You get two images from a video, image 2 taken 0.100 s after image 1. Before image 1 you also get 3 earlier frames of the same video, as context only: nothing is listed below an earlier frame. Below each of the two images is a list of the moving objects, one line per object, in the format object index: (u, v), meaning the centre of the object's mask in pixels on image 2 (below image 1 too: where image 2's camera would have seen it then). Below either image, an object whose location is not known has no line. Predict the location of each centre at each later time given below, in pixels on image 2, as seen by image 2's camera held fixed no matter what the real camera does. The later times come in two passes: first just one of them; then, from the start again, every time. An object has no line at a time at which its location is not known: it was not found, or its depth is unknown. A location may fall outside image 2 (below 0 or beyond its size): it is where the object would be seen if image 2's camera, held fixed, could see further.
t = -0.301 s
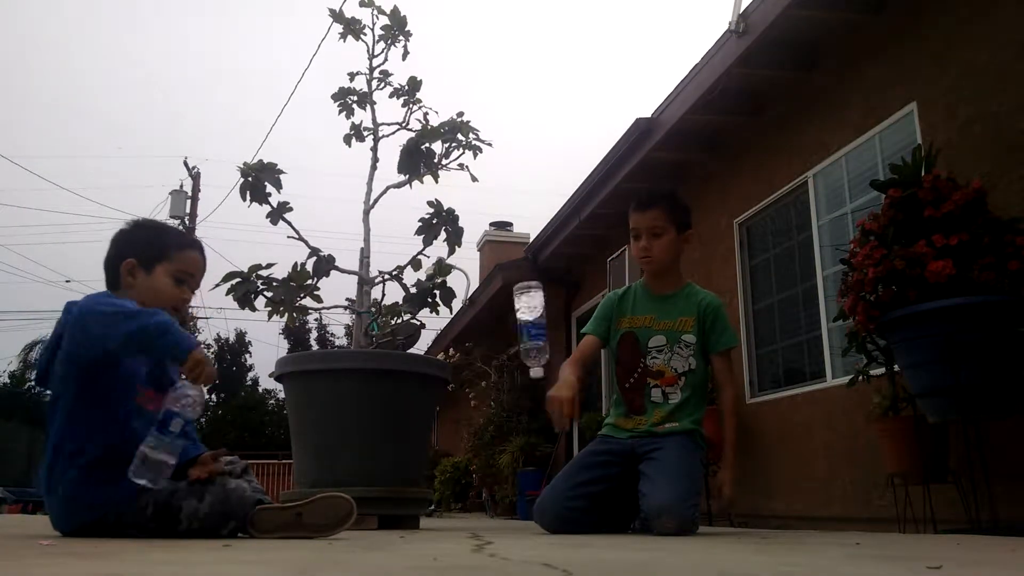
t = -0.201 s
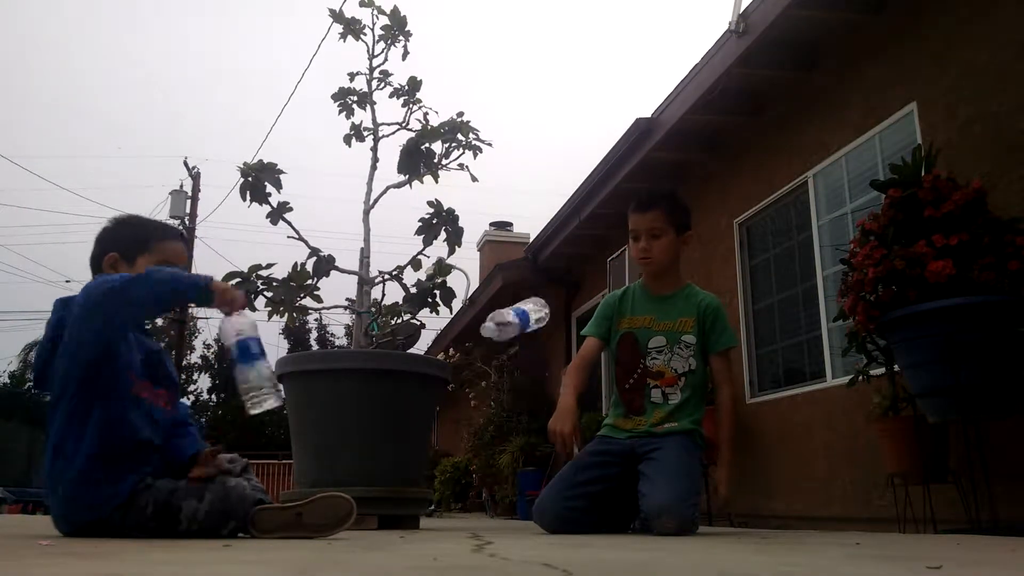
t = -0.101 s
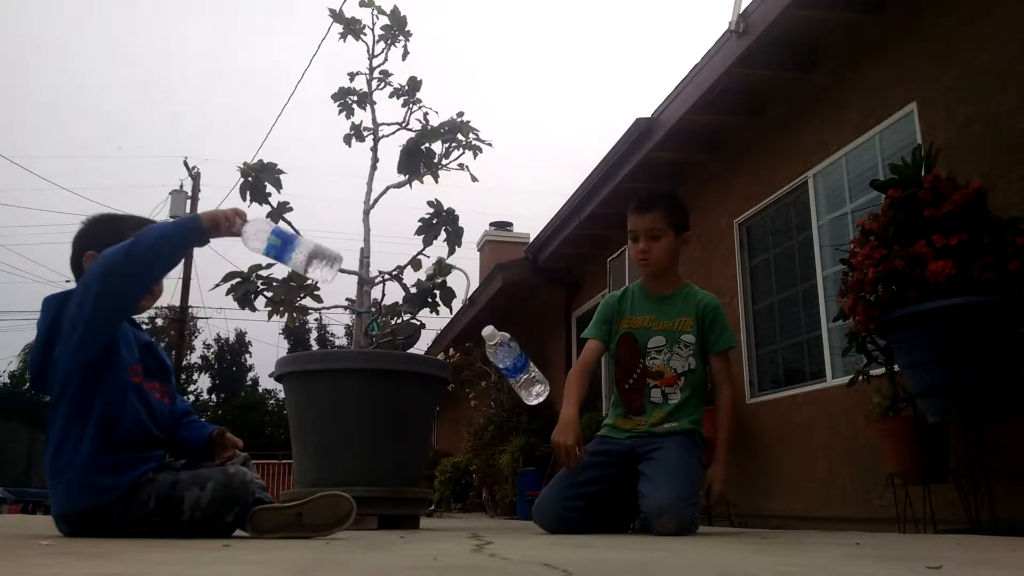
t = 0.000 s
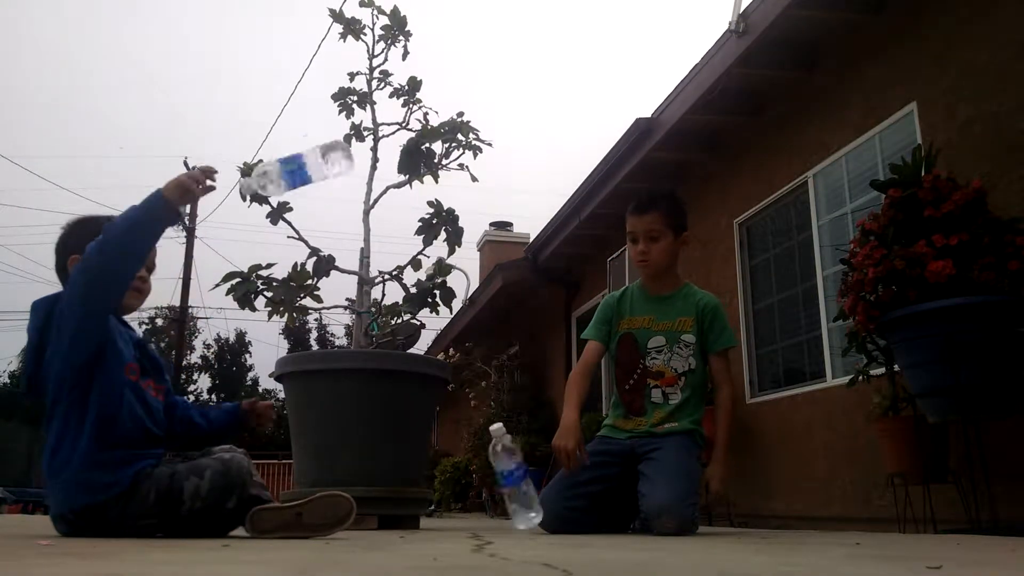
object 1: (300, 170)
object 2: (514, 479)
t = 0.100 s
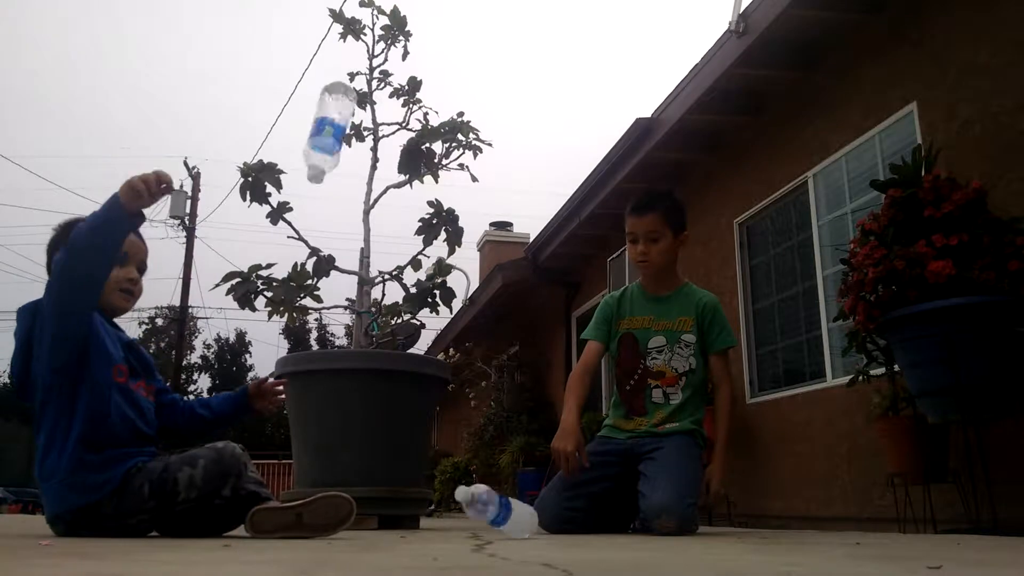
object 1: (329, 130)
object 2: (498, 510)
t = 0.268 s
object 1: (366, 137)
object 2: (497, 522)
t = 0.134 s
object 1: (339, 124)
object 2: (496, 522)
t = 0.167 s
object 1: (348, 121)
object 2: (493, 521)
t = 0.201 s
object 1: (356, 122)
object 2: (495, 521)
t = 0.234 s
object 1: (362, 127)
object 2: (496, 522)
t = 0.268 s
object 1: (366, 137)
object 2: (497, 522)
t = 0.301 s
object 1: (368, 153)
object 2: (498, 522)
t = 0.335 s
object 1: (367, 175)
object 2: (498, 522)
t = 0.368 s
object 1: (364, 205)
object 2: (499, 522)
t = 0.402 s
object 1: (361, 243)
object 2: (499, 522)
